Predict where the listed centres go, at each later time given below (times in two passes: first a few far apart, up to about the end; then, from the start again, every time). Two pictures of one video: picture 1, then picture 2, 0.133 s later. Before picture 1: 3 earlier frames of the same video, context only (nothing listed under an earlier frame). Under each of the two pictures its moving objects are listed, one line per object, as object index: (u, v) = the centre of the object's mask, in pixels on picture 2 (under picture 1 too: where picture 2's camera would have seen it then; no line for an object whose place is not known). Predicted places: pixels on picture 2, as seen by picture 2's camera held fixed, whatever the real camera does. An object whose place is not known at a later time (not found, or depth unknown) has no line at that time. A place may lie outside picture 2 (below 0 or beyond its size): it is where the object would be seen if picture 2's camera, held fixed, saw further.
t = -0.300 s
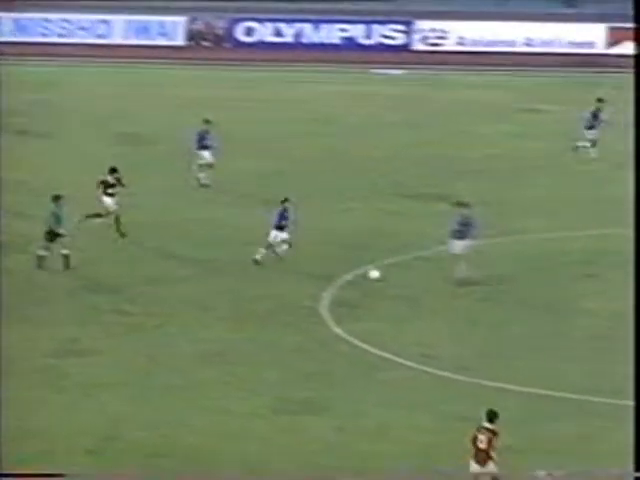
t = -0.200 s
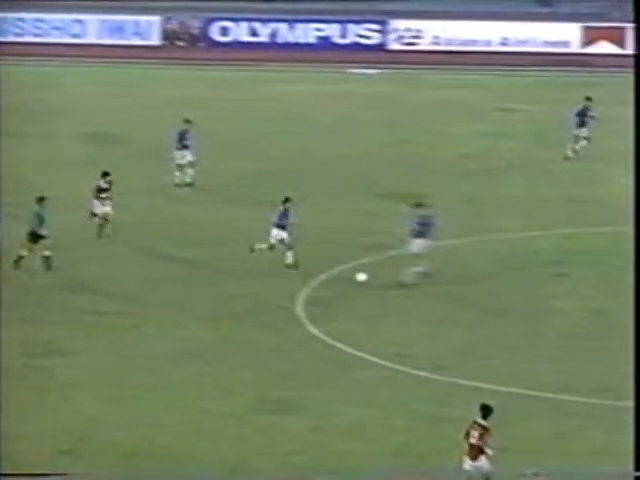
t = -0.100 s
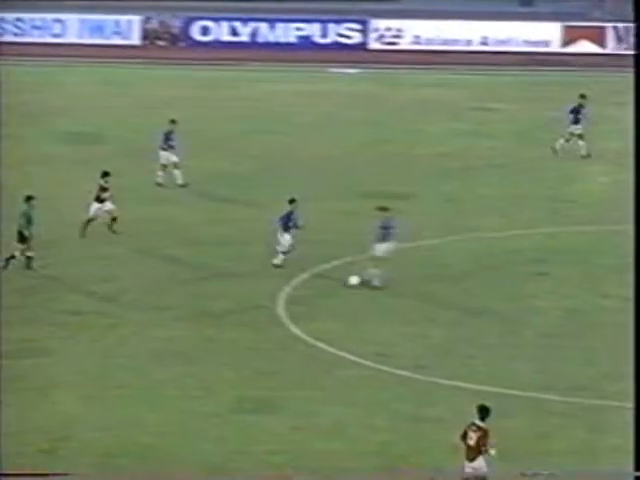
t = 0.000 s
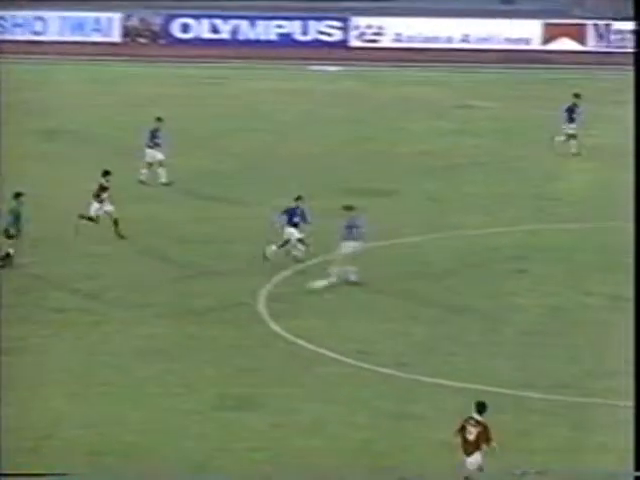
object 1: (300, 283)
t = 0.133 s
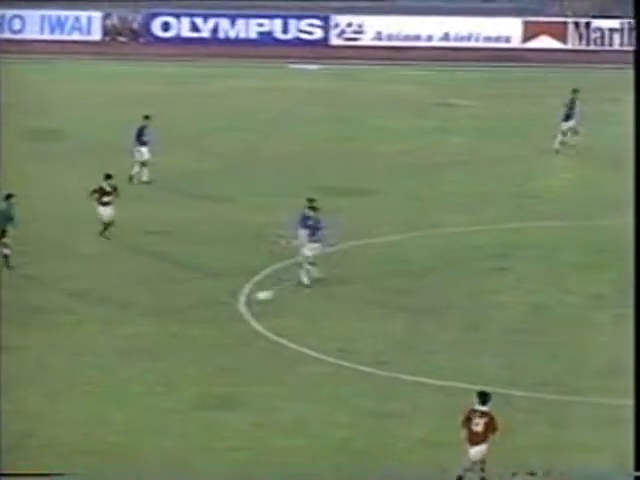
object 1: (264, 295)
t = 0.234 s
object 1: (238, 303)
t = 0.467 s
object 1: (189, 324)
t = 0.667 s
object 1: (155, 339)
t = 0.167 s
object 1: (256, 299)
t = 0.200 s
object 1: (245, 301)
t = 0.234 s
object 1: (238, 303)
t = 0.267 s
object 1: (230, 305)
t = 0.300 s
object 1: (222, 309)
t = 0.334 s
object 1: (215, 313)
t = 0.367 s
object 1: (208, 317)
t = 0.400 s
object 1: (201, 321)
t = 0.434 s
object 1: (195, 323)
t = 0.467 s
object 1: (189, 324)
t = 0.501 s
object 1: (183, 326)
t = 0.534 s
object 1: (177, 330)
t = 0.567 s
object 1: (171, 332)
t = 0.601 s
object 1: (166, 335)
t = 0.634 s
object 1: (160, 337)
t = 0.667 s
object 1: (155, 339)
